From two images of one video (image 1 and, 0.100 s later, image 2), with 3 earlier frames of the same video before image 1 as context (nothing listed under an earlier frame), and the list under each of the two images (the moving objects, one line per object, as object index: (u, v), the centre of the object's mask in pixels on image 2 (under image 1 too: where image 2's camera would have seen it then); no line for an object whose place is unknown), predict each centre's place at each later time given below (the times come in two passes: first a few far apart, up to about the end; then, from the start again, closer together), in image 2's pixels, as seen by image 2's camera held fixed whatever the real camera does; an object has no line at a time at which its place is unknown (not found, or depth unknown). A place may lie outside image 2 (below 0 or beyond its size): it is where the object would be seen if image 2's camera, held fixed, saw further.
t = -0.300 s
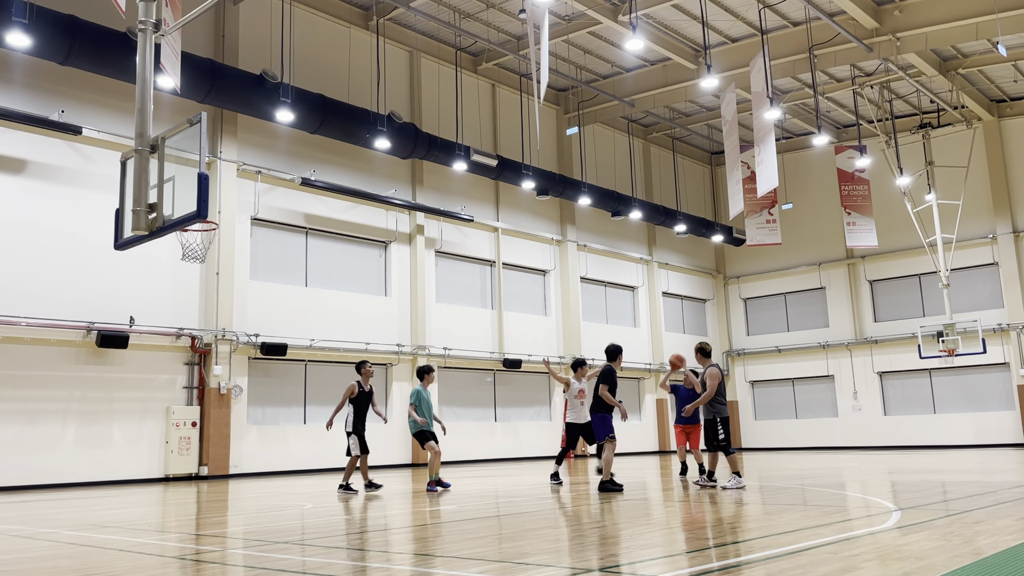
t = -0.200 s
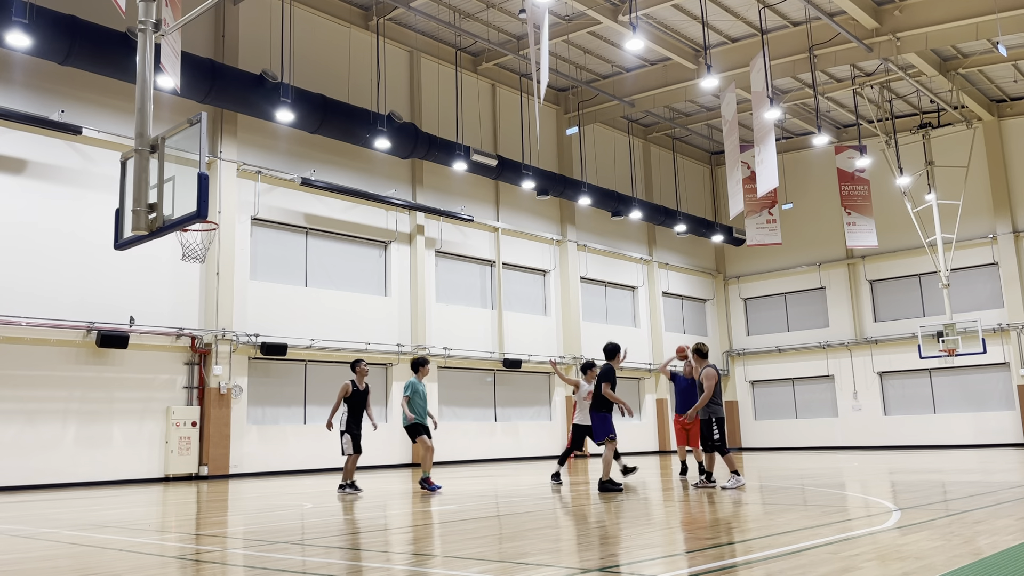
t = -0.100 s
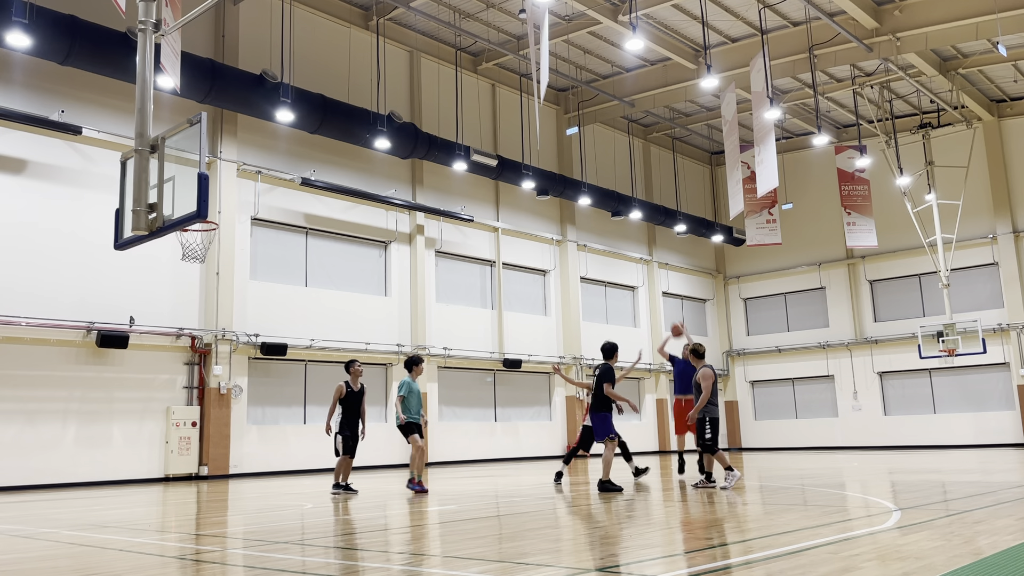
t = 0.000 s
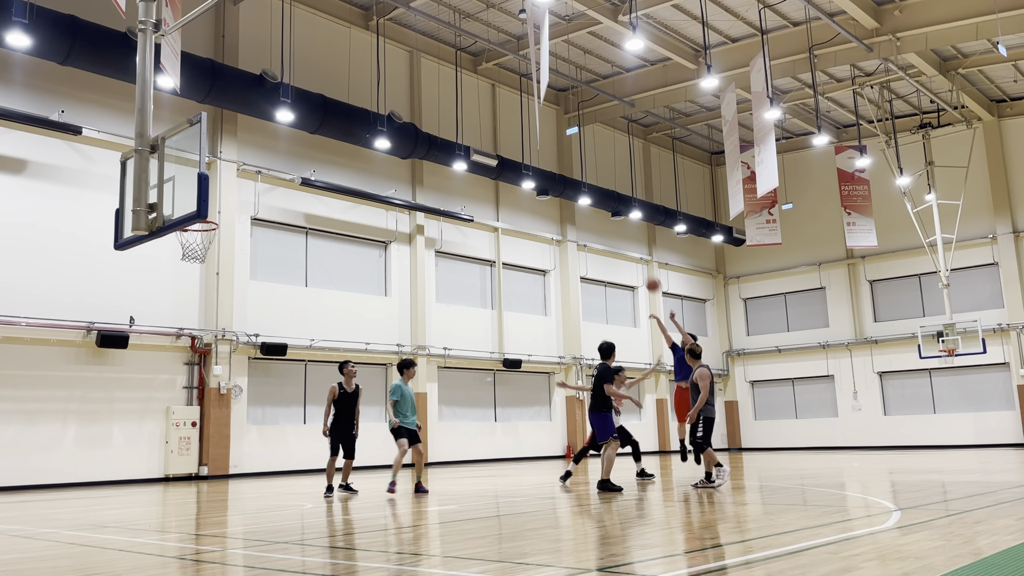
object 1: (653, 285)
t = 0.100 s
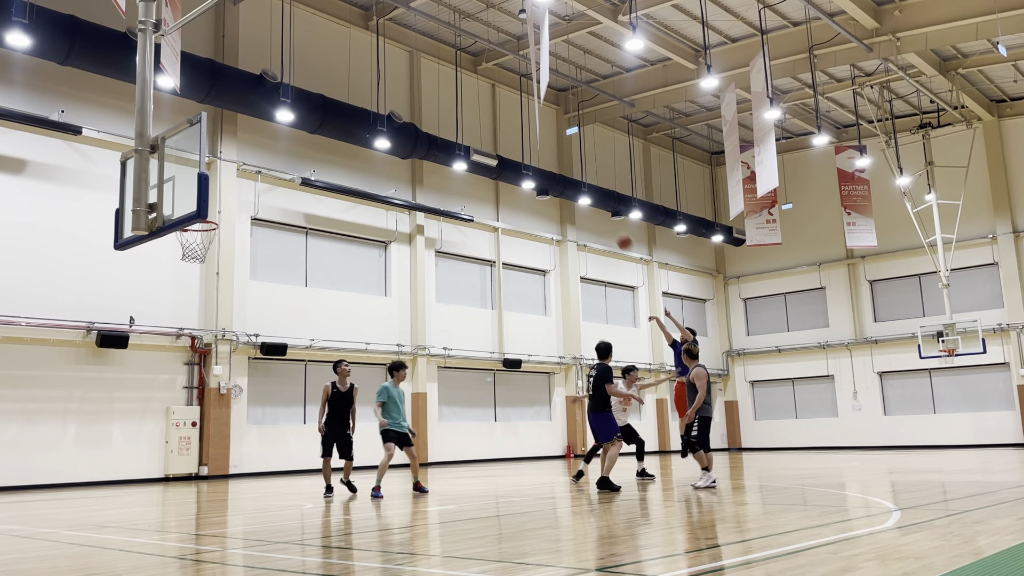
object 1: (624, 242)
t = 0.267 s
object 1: (576, 183)
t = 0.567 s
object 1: (487, 117)
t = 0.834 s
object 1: (400, 105)
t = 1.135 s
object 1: (286, 157)
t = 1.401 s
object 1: (163, 282)
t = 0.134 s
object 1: (615, 229)
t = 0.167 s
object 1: (606, 216)
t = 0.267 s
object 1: (576, 183)
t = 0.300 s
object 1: (566, 173)
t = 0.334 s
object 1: (557, 163)
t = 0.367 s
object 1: (547, 154)
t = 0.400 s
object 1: (538, 146)
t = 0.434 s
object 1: (528, 139)
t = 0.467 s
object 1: (517, 132)
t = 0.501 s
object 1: (507, 126)
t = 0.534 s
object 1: (498, 121)
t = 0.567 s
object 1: (487, 117)
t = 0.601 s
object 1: (476, 113)
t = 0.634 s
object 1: (466, 109)
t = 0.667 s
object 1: (455, 107)
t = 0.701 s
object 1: (444, 105)
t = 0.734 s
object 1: (434, 104)
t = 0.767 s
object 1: (422, 104)
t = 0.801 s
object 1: (411, 104)
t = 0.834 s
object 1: (400, 105)
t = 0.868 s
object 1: (387, 108)
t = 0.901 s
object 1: (375, 111)
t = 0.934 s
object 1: (363, 115)
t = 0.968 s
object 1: (351, 119)
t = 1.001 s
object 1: (339, 125)
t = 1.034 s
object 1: (326, 131)
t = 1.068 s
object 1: (312, 139)
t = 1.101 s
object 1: (299, 147)
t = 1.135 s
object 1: (286, 157)
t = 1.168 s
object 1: (271, 168)
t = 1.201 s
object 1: (257, 180)
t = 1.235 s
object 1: (242, 194)
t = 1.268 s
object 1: (227, 209)
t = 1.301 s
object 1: (212, 226)
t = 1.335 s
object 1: (196, 242)
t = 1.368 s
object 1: (179, 261)
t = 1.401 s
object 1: (163, 282)
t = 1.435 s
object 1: (145, 304)
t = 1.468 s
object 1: (125, 331)
